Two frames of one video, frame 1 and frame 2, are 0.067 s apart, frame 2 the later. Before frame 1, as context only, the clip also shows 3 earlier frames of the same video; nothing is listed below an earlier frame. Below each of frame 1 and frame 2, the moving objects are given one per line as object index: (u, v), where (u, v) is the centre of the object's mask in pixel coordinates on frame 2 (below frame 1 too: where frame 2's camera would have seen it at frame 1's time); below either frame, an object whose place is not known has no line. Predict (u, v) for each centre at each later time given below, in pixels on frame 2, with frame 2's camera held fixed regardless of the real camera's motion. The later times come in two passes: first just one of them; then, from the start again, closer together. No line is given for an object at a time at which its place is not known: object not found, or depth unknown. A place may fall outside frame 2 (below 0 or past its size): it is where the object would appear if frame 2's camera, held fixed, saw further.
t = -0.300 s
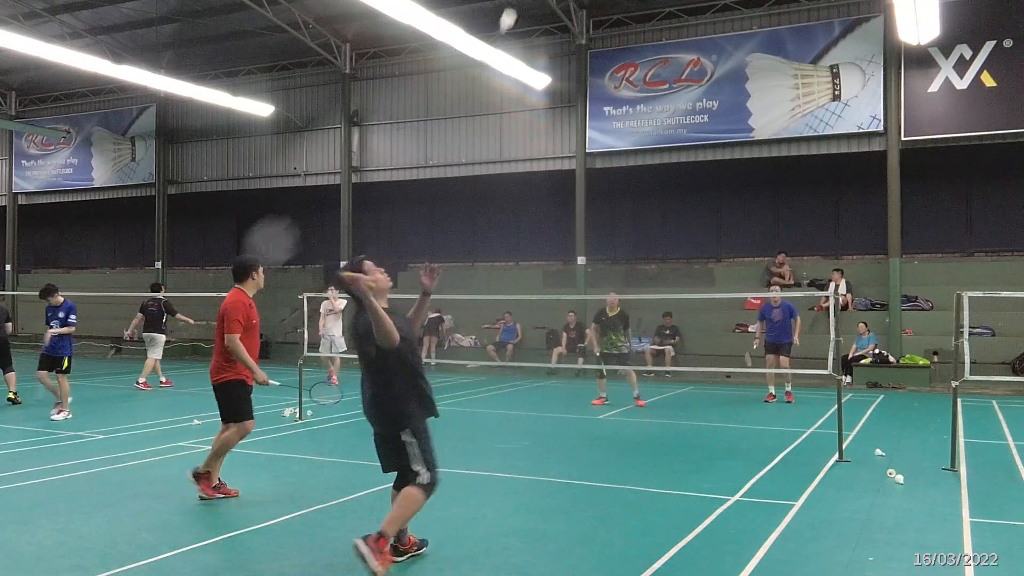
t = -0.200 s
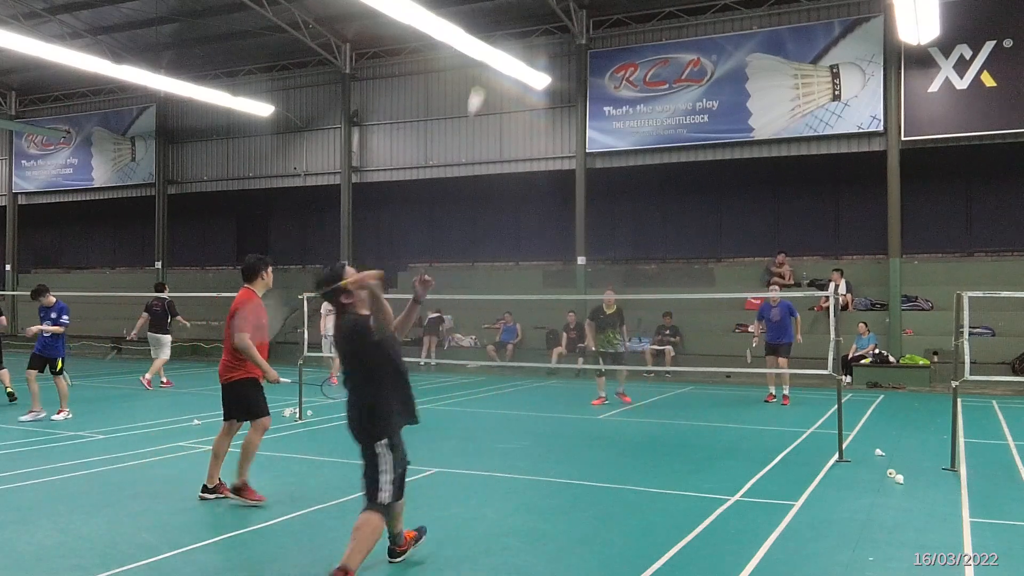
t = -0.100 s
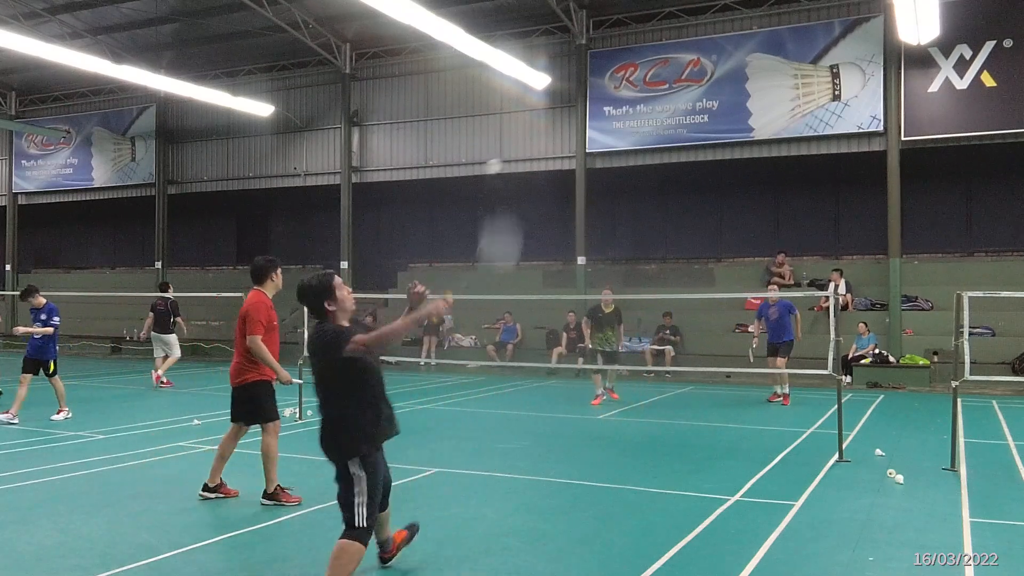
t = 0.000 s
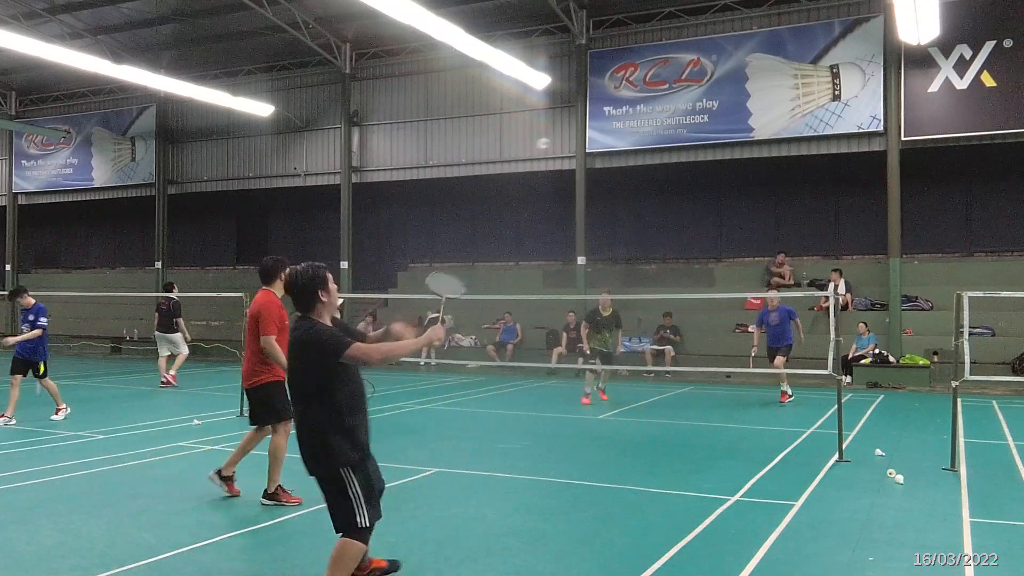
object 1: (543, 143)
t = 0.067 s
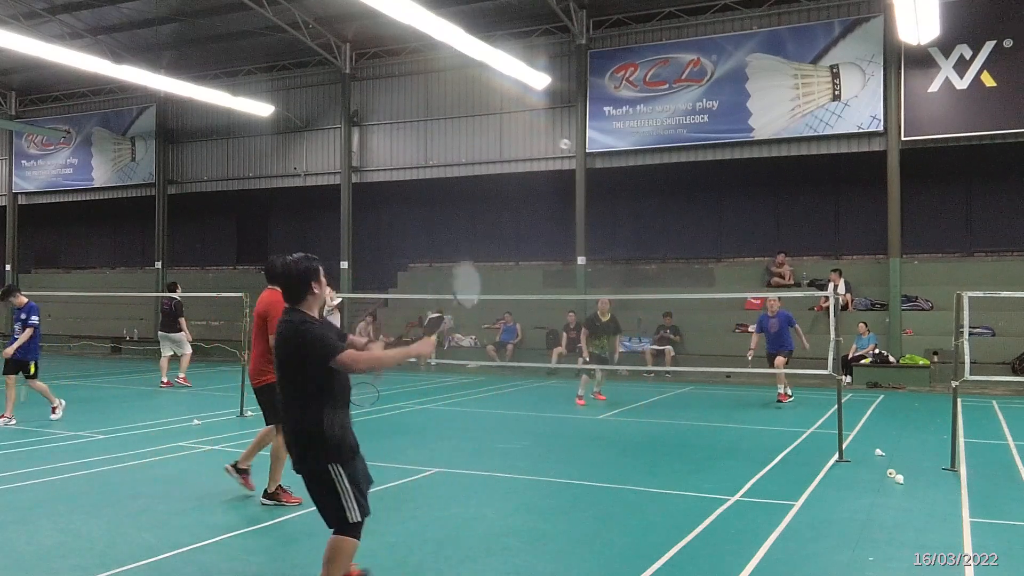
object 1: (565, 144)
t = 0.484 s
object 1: (619, 214)
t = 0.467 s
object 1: (617, 209)
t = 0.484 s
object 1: (619, 214)
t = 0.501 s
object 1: (620, 217)
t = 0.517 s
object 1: (621, 222)
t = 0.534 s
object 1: (622, 226)
